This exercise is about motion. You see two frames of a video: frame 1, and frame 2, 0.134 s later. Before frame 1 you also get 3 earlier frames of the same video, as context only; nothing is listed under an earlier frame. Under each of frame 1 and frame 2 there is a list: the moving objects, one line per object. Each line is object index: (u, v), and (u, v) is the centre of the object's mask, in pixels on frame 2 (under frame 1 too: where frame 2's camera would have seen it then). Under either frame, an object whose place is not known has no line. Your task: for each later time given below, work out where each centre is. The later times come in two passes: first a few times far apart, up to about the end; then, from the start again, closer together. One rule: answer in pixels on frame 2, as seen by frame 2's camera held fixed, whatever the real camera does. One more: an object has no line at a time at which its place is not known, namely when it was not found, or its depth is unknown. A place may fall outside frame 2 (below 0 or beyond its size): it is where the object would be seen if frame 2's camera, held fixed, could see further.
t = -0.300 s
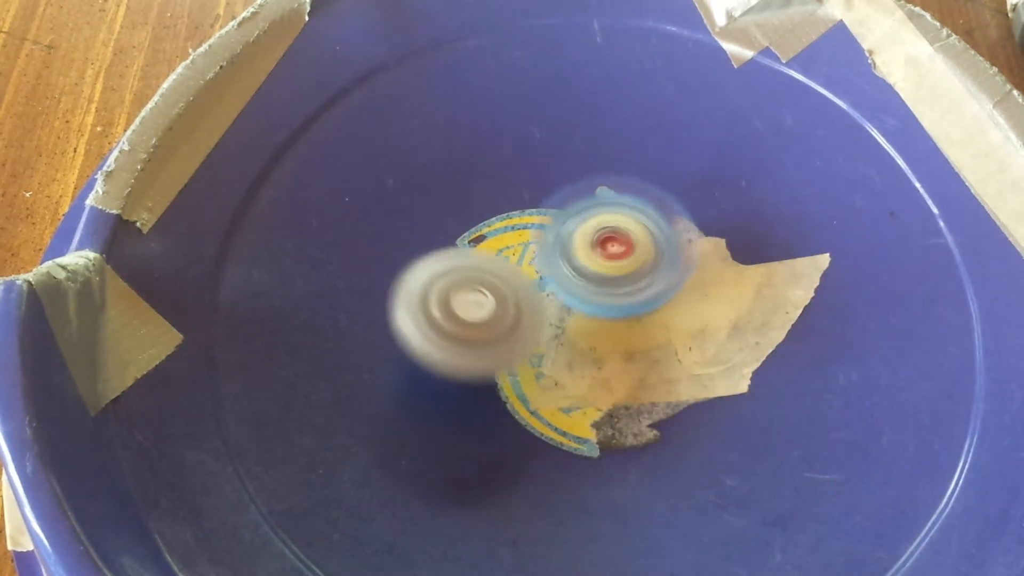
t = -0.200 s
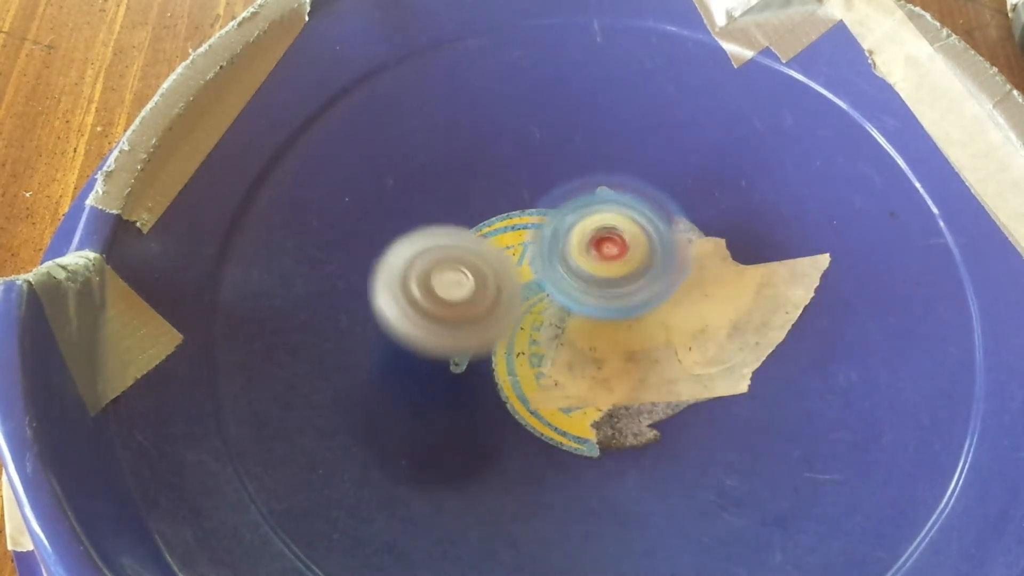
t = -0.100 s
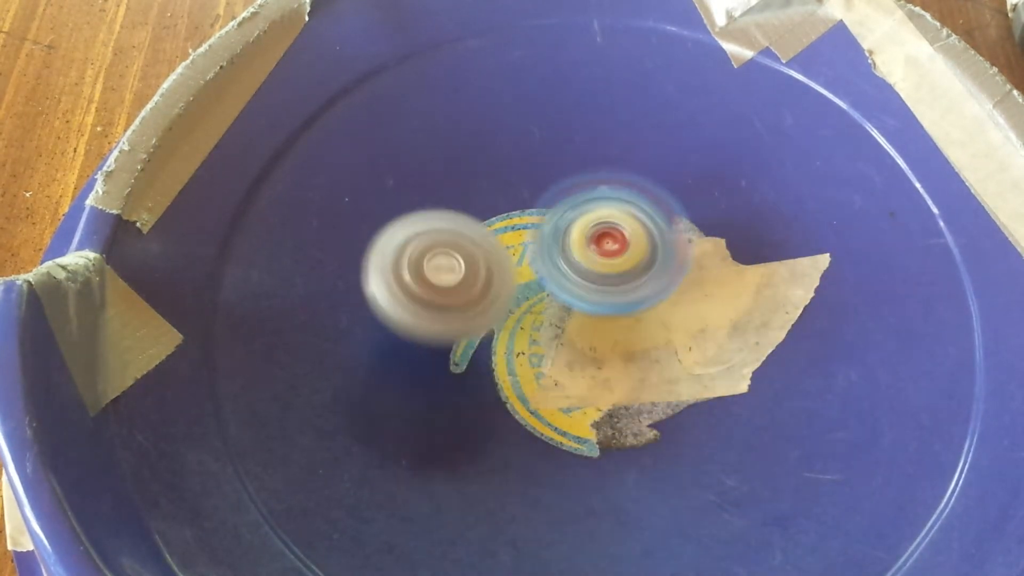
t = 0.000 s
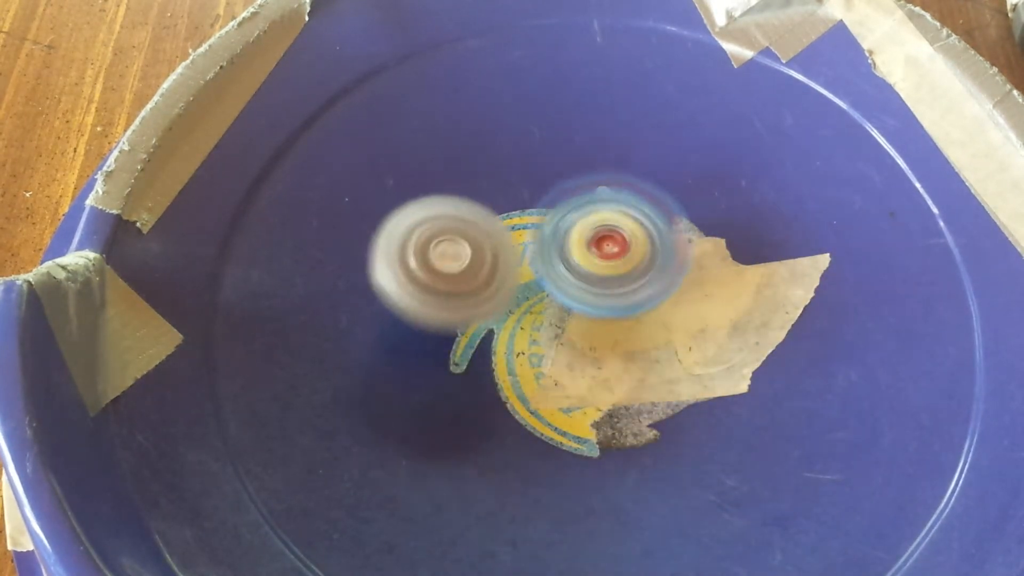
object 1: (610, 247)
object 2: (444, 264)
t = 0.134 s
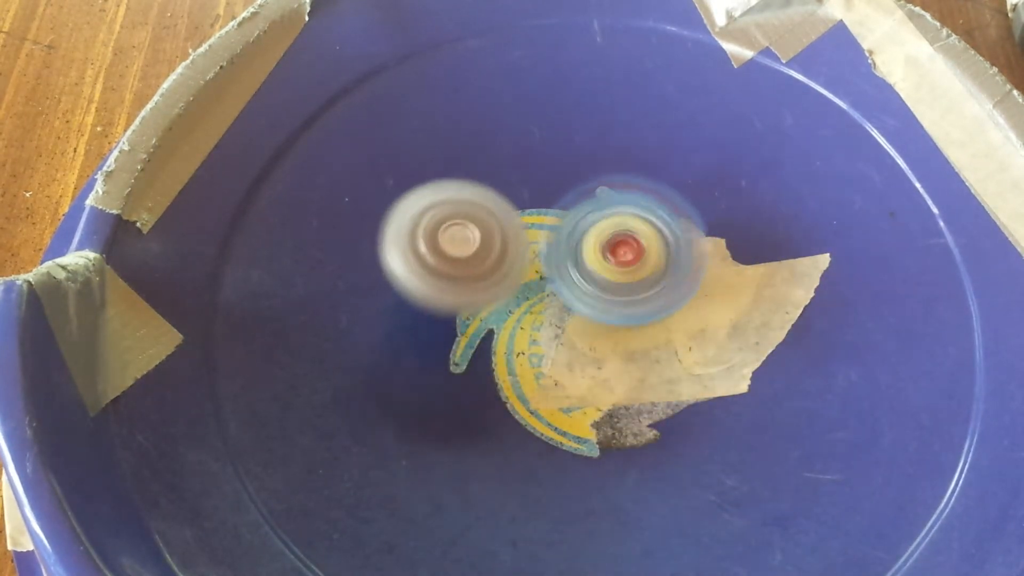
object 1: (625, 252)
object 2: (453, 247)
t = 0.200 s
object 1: (639, 254)
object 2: (465, 242)
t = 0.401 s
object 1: (680, 251)
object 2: (483, 225)
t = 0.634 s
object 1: (681, 297)
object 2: (526, 239)
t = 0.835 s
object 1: (738, 429)
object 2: (512, 193)
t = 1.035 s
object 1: (701, 469)
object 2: (535, 202)
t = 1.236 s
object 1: (610, 426)
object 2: (581, 237)
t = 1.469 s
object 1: (481, 347)
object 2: (692, 183)
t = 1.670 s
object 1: (513, 244)
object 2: (717, 183)
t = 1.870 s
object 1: (560, 178)
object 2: (749, 232)
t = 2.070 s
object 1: (564, 173)
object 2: (741, 304)
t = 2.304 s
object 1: (572, 218)
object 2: (636, 359)
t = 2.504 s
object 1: (561, 257)
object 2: (503, 399)
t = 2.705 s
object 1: (555, 260)
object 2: (429, 384)
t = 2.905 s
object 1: (565, 293)
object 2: (416, 343)
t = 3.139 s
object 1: (744, 362)
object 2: (393, 199)
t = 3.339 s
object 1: (736, 389)
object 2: (479, 119)
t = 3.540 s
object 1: (684, 396)
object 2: (611, 122)
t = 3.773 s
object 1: (700, 391)
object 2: (732, 214)
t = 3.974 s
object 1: (602, 411)
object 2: (802, 304)
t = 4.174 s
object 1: (586, 356)
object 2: (759, 370)
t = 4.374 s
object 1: (580, 275)
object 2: (670, 411)
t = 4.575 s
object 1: (604, 251)
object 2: (622, 367)
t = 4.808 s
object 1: (594, 233)
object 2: (527, 314)
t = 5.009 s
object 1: (593, 233)
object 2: (508, 323)
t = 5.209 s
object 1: (594, 233)
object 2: (526, 314)
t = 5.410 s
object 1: (594, 233)
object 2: (535, 313)
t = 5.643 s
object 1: (594, 233)
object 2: (532, 313)
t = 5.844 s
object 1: (594, 233)
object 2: (532, 313)
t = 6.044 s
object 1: (594, 233)
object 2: (531, 313)
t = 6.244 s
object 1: (594, 233)
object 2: (531, 313)
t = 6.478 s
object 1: (594, 233)
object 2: (531, 313)
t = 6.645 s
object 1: (594, 233)
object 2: (531, 313)
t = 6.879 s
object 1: (594, 233)
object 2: (531, 313)
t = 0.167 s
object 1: (631, 253)
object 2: (459, 244)
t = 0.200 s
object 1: (639, 254)
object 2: (465, 242)
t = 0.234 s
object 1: (645, 259)
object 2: (472, 240)
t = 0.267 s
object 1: (650, 255)
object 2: (480, 239)
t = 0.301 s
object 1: (657, 247)
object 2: (491, 237)
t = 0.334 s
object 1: (666, 246)
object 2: (490, 231)
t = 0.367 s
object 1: (672, 249)
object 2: (484, 226)
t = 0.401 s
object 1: (680, 251)
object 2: (483, 225)
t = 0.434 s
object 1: (687, 258)
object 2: (485, 224)
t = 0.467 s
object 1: (685, 266)
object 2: (490, 226)
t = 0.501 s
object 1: (685, 269)
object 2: (495, 227)
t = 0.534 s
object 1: (684, 273)
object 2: (501, 229)
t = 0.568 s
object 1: (684, 279)
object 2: (509, 232)
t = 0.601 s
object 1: (684, 288)
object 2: (518, 236)
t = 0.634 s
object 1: (681, 297)
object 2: (526, 239)
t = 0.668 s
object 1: (695, 338)
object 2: (518, 222)
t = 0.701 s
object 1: (713, 361)
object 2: (513, 209)
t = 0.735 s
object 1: (723, 381)
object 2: (512, 202)
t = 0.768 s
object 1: (733, 399)
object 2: (511, 198)
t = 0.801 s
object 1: (737, 414)
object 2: (511, 196)
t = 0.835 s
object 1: (738, 429)
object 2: (512, 193)
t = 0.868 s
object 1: (737, 442)
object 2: (514, 192)
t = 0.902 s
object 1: (732, 451)
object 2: (517, 192)
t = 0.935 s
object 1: (727, 459)
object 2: (520, 193)
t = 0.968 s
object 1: (720, 464)
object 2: (524, 195)
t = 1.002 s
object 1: (711, 468)
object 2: (529, 198)
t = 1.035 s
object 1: (701, 469)
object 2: (535, 202)
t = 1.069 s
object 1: (686, 466)
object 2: (543, 207)
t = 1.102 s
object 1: (675, 465)
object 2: (551, 214)
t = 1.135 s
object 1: (662, 461)
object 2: (557, 219)
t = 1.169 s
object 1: (645, 452)
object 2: (565, 224)
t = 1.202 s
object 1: (628, 442)
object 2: (572, 230)
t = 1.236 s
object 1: (610, 426)
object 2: (581, 237)
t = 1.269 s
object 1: (594, 407)
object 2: (591, 244)
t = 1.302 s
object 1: (569, 397)
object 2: (608, 244)
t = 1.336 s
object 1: (537, 397)
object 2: (639, 220)
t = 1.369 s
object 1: (512, 394)
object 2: (662, 205)
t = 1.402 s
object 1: (496, 383)
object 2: (675, 194)
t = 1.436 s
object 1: (484, 366)
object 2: (683, 188)
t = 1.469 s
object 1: (481, 347)
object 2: (692, 183)
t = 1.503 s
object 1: (481, 331)
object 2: (699, 181)
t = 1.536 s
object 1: (480, 314)
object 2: (703, 179)
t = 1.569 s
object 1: (484, 295)
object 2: (707, 178)
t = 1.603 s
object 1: (493, 277)
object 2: (711, 178)
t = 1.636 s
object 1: (504, 259)
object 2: (714, 180)
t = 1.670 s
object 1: (513, 244)
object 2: (717, 183)
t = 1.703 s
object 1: (527, 229)
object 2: (719, 188)
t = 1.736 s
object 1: (546, 220)
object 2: (719, 195)
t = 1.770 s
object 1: (561, 211)
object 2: (718, 201)
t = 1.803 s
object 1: (567, 200)
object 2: (724, 207)
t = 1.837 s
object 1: (561, 185)
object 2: (737, 218)
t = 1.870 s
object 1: (560, 178)
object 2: (749, 232)
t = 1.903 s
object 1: (562, 177)
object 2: (757, 246)
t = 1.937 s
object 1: (558, 175)
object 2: (759, 261)
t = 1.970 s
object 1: (556, 170)
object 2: (755, 275)
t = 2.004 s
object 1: (562, 167)
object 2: (749, 288)
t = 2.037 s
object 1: (566, 171)
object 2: (745, 296)
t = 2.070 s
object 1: (564, 173)
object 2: (741, 304)
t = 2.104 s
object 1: (566, 173)
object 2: (731, 315)
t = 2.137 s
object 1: (571, 177)
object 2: (719, 323)
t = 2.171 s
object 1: (575, 185)
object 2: (707, 329)
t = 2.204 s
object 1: (572, 192)
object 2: (696, 337)
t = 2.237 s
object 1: (572, 199)
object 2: (681, 343)
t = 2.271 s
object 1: (573, 207)
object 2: (661, 351)
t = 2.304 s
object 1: (572, 218)
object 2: (636, 359)
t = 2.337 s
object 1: (572, 229)
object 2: (614, 370)
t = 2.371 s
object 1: (574, 237)
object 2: (594, 377)
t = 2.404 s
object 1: (573, 246)
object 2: (565, 389)
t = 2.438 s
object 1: (570, 252)
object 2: (542, 396)
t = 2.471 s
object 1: (568, 256)
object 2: (521, 398)
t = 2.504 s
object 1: (561, 257)
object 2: (503, 399)
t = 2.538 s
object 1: (557, 252)
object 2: (484, 399)
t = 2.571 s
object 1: (559, 252)
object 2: (466, 398)
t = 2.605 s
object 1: (558, 258)
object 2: (452, 395)
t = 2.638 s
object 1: (553, 260)
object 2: (441, 392)
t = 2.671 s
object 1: (551, 258)
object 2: (434, 389)
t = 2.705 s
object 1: (555, 260)
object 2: (429, 384)
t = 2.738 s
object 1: (553, 266)
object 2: (424, 378)
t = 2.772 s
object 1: (553, 269)
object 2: (420, 372)
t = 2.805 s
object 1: (551, 269)
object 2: (418, 364)
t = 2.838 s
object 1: (555, 273)
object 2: (418, 356)
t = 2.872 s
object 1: (557, 283)
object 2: (415, 350)
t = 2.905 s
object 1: (565, 293)
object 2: (416, 343)
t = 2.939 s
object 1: (572, 302)
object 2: (414, 329)
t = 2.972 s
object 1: (604, 325)
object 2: (392, 298)
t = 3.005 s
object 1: (638, 340)
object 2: (388, 277)
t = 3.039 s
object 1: (670, 361)
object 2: (388, 258)
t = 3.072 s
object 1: (689, 366)
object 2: (384, 237)
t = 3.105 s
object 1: (720, 357)
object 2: (387, 220)
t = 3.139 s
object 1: (744, 362)
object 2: (393, 199)
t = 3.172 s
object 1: (755, 376)
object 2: (400, 183)
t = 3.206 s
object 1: (759, 390)
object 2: (414, 168)
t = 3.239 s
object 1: (758, 400)
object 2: (425, 151)
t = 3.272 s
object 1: (747, 402)
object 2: (440, 142)
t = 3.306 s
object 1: (739, 394)
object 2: (460, 129)
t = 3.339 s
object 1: (736, 389)
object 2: (479, 119)
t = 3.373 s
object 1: (735, 386)
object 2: (499, 117)
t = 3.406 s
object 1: (729, 391)
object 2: (523, 111)
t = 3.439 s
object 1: (719, 396)
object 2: (544, 111)
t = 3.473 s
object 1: (707, 397)
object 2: (567, 114)
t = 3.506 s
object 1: (694, 397)
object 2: (590, 116)
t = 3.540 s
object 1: (684, 396)
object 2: (611, 122)
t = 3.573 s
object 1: (678, 392)
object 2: (633, 130)
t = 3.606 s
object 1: (678, 391)
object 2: (655, 139)
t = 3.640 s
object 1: (682, 391)
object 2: (673, 151)
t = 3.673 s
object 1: (688, 391)
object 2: (691, 164)
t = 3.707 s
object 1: (695, 391)
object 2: (709, 180)
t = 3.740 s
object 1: (700, 391)
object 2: (721, 197)
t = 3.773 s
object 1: (700, 391)
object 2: (732, 214)
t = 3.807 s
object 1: (697, 392)
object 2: (740, 235)
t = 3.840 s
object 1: (693, 391)
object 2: (749, 258)
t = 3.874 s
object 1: (674, 399)
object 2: (769, 275)
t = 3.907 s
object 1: (643, 407)
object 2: (791, 280)
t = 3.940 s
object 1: (617, 413)
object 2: (804, 292)
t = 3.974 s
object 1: (602, 411)
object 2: (802, 304)
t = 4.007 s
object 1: (597, 406)
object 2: (808, 315)
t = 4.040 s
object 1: (596, 396)
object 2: (805, 331)
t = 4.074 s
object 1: (592, 384)
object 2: (801, 343)
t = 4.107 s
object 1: (588, 376)
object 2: (790, 355)
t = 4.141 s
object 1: (586, 368)
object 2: (778, 363)
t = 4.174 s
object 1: (586, 356)
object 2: (759, 370)
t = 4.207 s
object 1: (585, 346)
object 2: (745, 378)
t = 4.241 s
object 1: (586, 334)
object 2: (718, 386)
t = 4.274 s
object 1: (580, 310)
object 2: (713, 402)
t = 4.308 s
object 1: (577, 297)
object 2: (693, 411)
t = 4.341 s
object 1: (577, 287)
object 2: (678, 413)
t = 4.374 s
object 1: (580, 275)
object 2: (670, 411)
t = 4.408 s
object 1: (590, 269)
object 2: (669, 409)
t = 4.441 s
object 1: (598, 264)
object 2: (665, 405)
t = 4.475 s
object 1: (603, 260)
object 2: (658, 399)
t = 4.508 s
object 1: (602, 259)
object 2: (643, 387)
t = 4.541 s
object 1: (599, 258)
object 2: (633, 373)
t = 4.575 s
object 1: (604, 251)
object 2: (622, 367)
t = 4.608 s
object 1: (605, 242)
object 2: (614, 359)
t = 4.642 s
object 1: (604, 239)
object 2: (609, 348)
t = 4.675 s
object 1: (604, 236)
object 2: (597, 340)
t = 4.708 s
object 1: (604, 236)
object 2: (580, 331)
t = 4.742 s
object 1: (601, 234)
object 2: (566, 321)
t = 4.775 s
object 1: (597, 234)
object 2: (546, 315)
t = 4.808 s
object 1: (594, 233)
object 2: (527, 314)
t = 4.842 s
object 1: (594, 233)
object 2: (515, 318)
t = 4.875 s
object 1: (594, 233)
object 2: (510, 321)
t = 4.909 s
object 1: (593, 233)
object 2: (509, 323)
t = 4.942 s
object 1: (593, 233)
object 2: (507, 323)
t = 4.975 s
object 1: (593, 233)
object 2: (507, 324)
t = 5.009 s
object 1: (593, 233)
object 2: (508, 323)
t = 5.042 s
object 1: (593, 233)
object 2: (509, 322)
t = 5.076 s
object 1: (593, 233)
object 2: (510, 322)
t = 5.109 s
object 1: (594, 233)
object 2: (512, 320)
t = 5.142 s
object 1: (593, 233)
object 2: (514, 318)
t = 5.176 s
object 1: (594, 232)
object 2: (519, 316)
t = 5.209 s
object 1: (594, 233)
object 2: (526, 314)
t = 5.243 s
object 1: (594, 233)
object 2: (533, 313)
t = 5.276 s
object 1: (593, 233)
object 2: (539, 313)
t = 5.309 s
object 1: (593, 233)
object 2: (541, 313)
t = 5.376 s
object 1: (593, 233)
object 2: (539, 313)
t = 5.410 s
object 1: (594, 233)
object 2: (535, 313)
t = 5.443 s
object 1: (594, 233)
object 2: (530, 313)
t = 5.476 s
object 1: (594, 233)
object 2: (529, 313)
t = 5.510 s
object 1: (594, 233)
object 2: (531, 313)
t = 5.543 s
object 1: (594, 233)
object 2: (532, 313)
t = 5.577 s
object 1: (594, 233)
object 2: (532, 313)
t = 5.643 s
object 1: (594, 233)
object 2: (532, 313)
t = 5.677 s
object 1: (594, 233)
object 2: (532, 313)
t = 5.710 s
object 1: (594, 233)
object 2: (532, 313)
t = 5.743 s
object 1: (594, 233)
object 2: (532, 313)
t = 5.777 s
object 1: (594, 233)
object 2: (532, 313)
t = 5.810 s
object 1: (594, 233)
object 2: (531, 313)
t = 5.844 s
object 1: (594, 233)
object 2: (532, 313)
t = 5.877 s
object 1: (594, 233)
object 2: (532, 313)
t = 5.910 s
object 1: (594, 233)
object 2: (532, 313)
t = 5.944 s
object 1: (594, 233)
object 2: (532, 313)
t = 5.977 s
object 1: (594, 233)
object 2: (532, 313)
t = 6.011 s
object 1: (594, 233)
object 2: (531, 313)
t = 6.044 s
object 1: (594, 233)
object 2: (531, 313)
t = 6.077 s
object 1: (594, 233)
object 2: (531, 313)
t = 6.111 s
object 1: (594, 233)
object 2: (531, 313)
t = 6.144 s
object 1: (594, 233)
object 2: (531, 313)
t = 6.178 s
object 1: (594, 233)
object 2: (531, 313)
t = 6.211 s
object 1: (594, 233)
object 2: (531, 313)
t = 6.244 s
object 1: (594, 233)
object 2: (531, 313)
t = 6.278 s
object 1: (594, 233)
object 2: (531, 313)
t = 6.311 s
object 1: (594, 233)
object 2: (531, 313)
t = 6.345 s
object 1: (594, 233)
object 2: (531, 313)
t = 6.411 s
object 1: (594, 233)
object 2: (531, 313)
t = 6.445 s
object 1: (594, 233)
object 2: (531, 313)
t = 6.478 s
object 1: (594, 233)
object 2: (531, 313)
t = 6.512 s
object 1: (594, 233)
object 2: (531, 313)
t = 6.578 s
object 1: (594, 233)
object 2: (531, 313)
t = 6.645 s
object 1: (594, 233)
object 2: (531, 313)
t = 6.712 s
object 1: (594, 233)
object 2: (531, 313)
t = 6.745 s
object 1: (594, 233)
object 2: (531, 313)
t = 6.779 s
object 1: (594, 233)
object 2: (531, 313)
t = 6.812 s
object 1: (594, 233)
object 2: (531, 313)
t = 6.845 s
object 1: (594, 233)
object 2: (531, 313)
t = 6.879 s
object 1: (594, 233)
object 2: (531, 313)
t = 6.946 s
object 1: (594, 233)
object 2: (531, 313)
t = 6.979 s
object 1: (594, 233)
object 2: (531, 313)
